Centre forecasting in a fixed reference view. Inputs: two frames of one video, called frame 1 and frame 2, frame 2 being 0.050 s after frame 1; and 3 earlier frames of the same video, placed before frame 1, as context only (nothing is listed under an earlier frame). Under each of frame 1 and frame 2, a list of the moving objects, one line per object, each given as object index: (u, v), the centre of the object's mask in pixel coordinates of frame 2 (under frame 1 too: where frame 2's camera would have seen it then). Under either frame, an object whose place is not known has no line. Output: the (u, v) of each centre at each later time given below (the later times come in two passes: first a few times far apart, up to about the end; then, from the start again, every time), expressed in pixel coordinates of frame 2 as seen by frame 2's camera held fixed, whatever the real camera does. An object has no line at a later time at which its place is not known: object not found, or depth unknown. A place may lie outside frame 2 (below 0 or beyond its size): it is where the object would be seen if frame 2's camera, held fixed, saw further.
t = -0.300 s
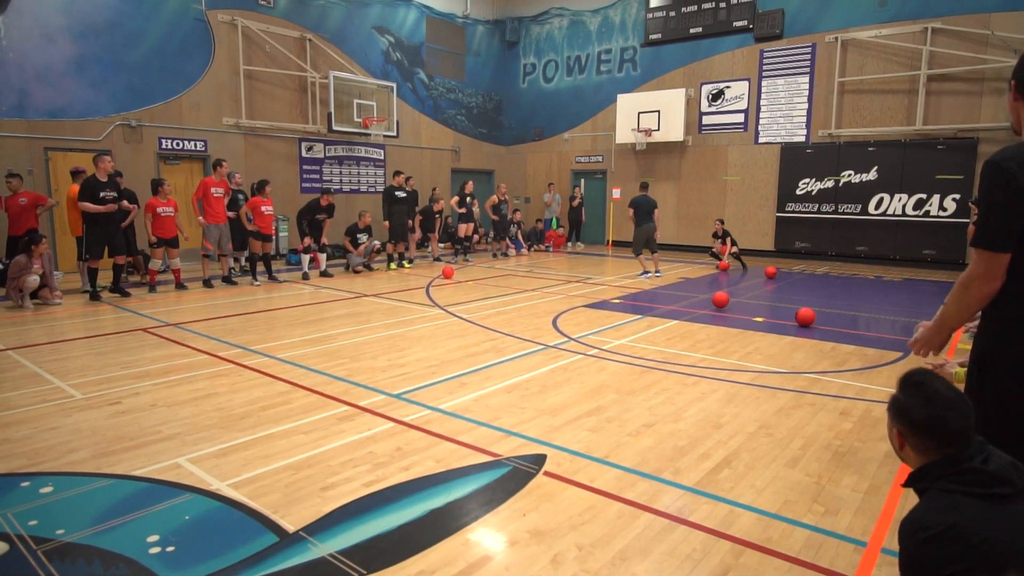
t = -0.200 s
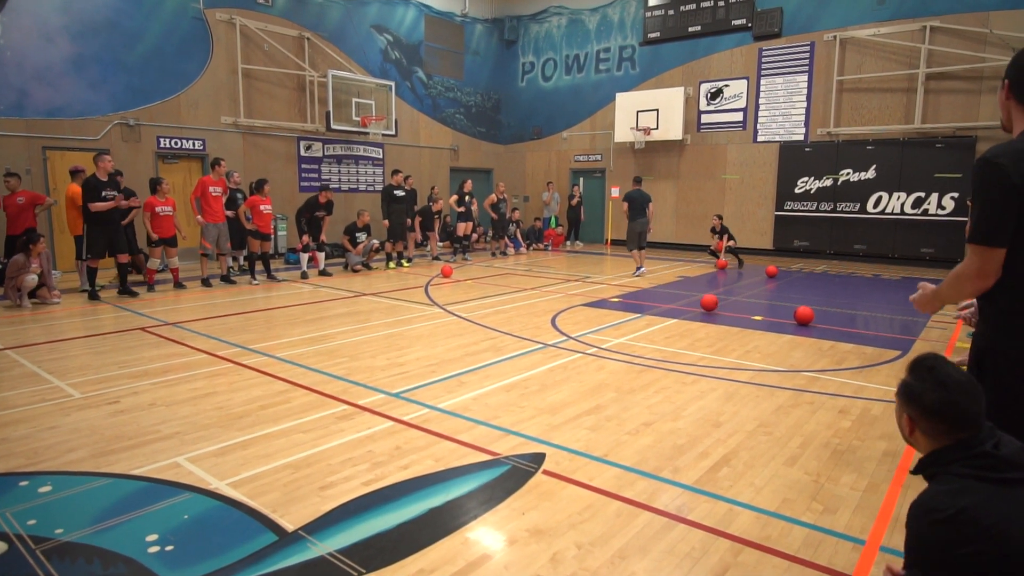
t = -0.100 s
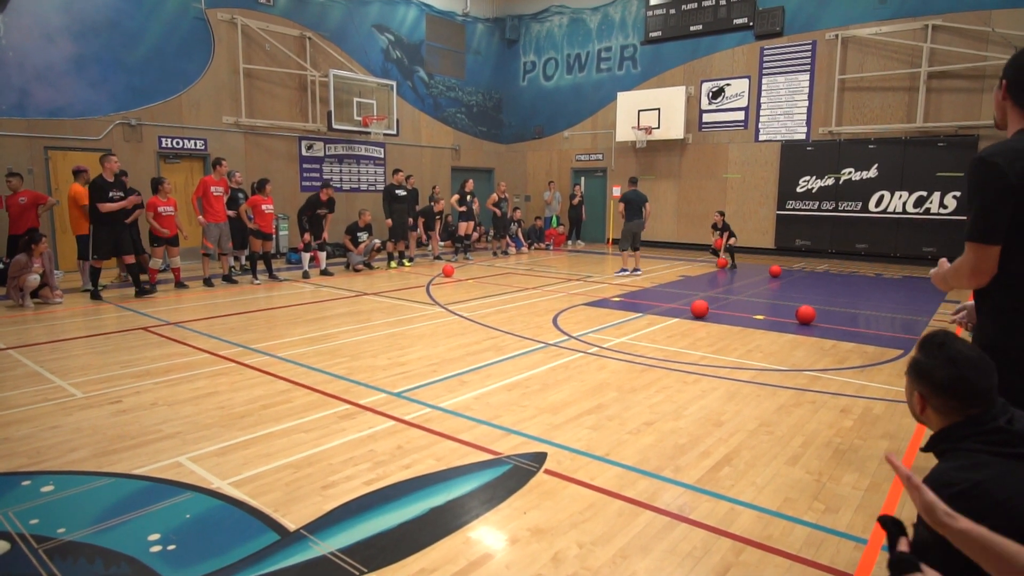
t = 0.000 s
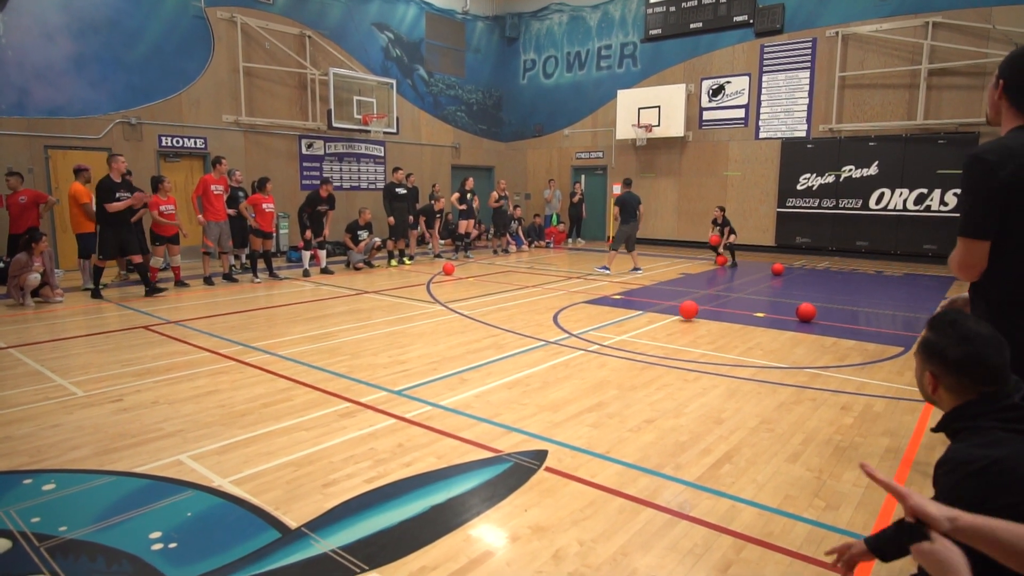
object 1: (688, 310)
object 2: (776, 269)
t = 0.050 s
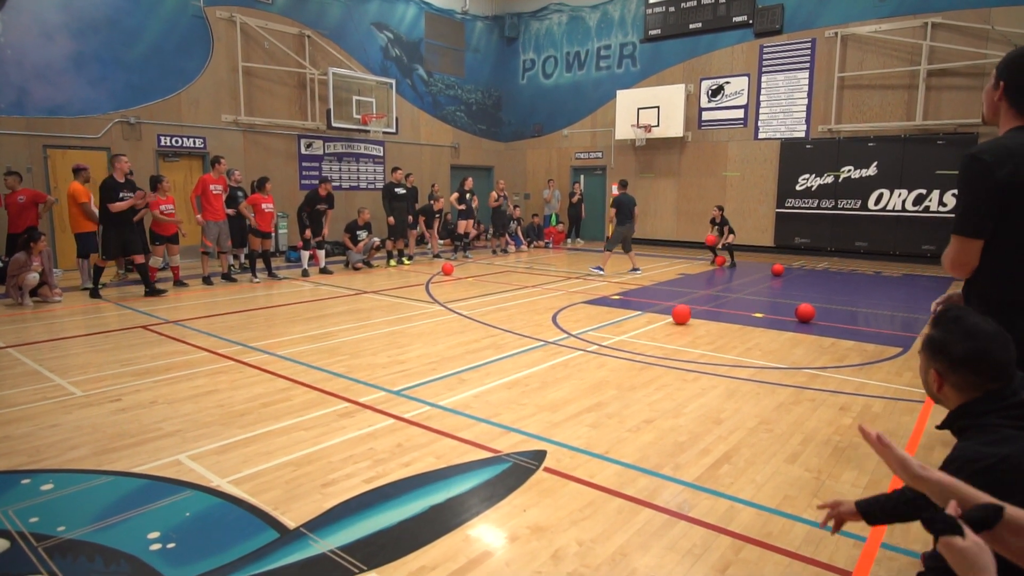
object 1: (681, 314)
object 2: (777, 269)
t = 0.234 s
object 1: (657, 325)
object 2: (781, 270)
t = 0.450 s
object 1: (623, 339)
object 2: (785, 271)
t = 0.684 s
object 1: (578, 358)
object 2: (791, 272)
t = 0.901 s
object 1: (528, 379)
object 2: (795, 272)
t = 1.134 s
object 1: (461, 407)
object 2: (799, 273)
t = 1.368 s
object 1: (374, 443)
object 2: (802, 274)
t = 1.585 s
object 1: (269, 485)
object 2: (805, 275)
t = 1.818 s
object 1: (115, 546)
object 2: (809, 275)
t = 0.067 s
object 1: (679, 315)
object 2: (777, 269)
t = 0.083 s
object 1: (677, 316)
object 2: (778, 270)
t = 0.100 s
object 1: (675, 317)
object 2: (778, 270)
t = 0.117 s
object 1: (673, 318)
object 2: (778, 270)
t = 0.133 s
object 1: (670, 319)
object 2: (779, 269)
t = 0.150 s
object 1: (668, 320)
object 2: (780, 270)
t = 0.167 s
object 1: (666, 321)
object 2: (780, 270)
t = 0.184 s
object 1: (664, 322)
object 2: (780, 270)
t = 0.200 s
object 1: (662, 323)
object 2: (781, 270)
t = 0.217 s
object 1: (659, 323)
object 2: (781, 270)
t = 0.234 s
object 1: (657, 325)
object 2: (781, 270)
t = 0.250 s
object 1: (654, 326)
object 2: (782, 270)
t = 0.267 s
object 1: (652, 327)
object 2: (782, 270)
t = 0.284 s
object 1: (650, 328)
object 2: (782, 270)
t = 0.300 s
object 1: (647, 329)
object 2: (782, 270)
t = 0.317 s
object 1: (644, 330)
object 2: (783, 270)
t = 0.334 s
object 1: (642, 331)
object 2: (783, 270)
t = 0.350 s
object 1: (639, 333)
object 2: (783, 270)
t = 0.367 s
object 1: (636, 334)
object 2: (784, 270)
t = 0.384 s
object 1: (634, 335)
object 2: (784, 270)
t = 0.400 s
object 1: (631, 335)
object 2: (784, 271)
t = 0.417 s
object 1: (628, 336)
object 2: (785, 271)
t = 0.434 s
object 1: (626, 337)
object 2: (785, 271)
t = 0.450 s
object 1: (623, 339)
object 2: (785, 271)
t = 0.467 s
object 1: (620, 341)
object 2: (786, 271)
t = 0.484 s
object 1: (617, 342)
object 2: (787, 271)
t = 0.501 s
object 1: (614, 343)
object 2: (787, 271)
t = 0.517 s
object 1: (611, 343)
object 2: (787, 271)
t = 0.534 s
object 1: (608, 345)
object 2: (787, 271)
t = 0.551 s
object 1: (605, 346)
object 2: (788, 271)
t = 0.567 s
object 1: (601, 348)
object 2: (788, 271)
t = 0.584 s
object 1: (598, 350)
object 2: (788, 271)
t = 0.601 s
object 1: (595, 351)
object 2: (789, 271)
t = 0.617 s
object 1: (592, 352)
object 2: (789, 271)
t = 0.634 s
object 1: (589, 354)
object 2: (790, 272)
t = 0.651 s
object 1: (585, 355)
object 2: (790, 272)
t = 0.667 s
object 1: (581, 357)
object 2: (790, 272)
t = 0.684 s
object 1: (578, 358)
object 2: (791, 272)
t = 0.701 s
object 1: (575, 359)
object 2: (791, 272)
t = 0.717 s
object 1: (571, 361)
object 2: (791, 272)
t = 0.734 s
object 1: (567, 362)
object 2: (791, 272)
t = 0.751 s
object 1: (563, 365)
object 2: (792, 272)
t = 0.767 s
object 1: (560, 366)
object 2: (792, 272)
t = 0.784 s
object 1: (556, 367)
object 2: (792, 272)
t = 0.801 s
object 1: (553, 368)
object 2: (793, 272)
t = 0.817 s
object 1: (549, 370)
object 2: (793, 272)
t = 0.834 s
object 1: (544, 371)
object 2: (793, 272)
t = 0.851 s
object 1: (540, 374)
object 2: (794, 272)
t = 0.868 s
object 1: (536, 376)
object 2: (794, 272)
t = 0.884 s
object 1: (532, 378)
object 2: (794, 272)
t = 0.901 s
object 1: (528, 379)
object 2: (795, 272)
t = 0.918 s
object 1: (523, 381)
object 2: (795, 272)
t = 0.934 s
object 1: (519, 382)
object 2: (795, 273)
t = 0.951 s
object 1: (515, 384)
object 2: (796, 273)
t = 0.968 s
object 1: (510, 387)
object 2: (796, 273)
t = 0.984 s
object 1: (506, 389)
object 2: (796, 273)
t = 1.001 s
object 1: (501, 391)
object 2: (797, 273)
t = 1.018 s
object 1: (496, 392)
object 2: (797, 273)
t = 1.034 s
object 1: (491, 394)
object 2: (797, 273)
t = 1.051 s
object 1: (487, 397)
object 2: (797, 273)
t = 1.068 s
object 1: (481, 399)
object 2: (797, 273)
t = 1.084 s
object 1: (476, 401)
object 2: (798, 273)
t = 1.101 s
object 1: (471, 403)
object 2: (798, 273)
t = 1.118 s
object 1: (466, 404)
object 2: (798, 273)
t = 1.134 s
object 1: (461, 407)
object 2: (799, 273)
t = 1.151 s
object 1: (455, 410)
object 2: (799, 273)
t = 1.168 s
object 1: (449, 413)
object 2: (799, 273)
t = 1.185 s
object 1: (444, 415)
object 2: (799, 274)
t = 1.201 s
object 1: (438, 416)
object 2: (800, 274)
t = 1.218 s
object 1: (432, 418)
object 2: (800, 274)
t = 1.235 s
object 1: (427, 421)
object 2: (800, 274)
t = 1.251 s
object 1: (420, 424)
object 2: (800, 274)
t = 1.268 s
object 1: (414, 427)
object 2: (801, 274)
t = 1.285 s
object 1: (408, 430)
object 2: (801, 274)
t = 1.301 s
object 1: (401, 431)
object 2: (801, 274)
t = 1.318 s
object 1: (395, 434)
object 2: (801, 274)
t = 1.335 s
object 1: (388, 436)
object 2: (802, 274)
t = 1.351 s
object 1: (381, 440)
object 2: (802, 274)
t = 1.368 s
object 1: (374, 443)
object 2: (802, 274)
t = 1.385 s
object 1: (367, 446)
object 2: (802, 274)
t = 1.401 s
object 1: (360, 448)
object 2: (802, 275)
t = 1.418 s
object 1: (352, 451)
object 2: (803, 275)
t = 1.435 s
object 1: (345, 454)
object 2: (803, 275)
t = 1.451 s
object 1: (337, 457)
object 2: (803, 275)
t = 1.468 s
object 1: (329, 461)
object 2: (804, 275)
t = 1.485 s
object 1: (321, 464)
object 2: (804, 275)
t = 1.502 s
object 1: (313, 468)
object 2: (804, 275)
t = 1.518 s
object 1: (304, 471)
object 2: (804, 275)
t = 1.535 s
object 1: (296, 474)
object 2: (805, 275)
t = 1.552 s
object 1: (287, 477)
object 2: (805, 275)
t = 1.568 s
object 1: (278, 481)
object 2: (805, 275)
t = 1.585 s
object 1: (269, 485)
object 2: (805, 275)
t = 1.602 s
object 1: (259, 489)
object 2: (805, 275)
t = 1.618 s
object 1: (250, 493)
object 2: (806, 275)
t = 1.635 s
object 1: (240, 496)
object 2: (806, 275)
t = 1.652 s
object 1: (230, 500)
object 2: (806, 275)
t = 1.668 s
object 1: (220, 504)
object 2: (807, 275)
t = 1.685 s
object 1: (210, 508)
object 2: (807, 275)
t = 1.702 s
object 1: (199, 513)
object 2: (807, 275)
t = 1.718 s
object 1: (188, 517)
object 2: (807, 275)
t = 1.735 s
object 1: (176, 522)
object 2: (807, 275)
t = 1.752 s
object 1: (165, 527)
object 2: (808, 275)
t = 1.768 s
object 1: (153, 531)
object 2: (808, 275)
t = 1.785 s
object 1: (140, 536)
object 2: (808, 275)
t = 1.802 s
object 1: (128, 541)
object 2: (808, 275)
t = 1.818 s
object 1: (115, 546)
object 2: (809, 275)
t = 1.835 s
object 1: (102, 551)
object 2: (809, 276)
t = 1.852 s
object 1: (88, 556)
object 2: (809, 276)
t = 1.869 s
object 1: (75, 559)
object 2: (810, 276)
